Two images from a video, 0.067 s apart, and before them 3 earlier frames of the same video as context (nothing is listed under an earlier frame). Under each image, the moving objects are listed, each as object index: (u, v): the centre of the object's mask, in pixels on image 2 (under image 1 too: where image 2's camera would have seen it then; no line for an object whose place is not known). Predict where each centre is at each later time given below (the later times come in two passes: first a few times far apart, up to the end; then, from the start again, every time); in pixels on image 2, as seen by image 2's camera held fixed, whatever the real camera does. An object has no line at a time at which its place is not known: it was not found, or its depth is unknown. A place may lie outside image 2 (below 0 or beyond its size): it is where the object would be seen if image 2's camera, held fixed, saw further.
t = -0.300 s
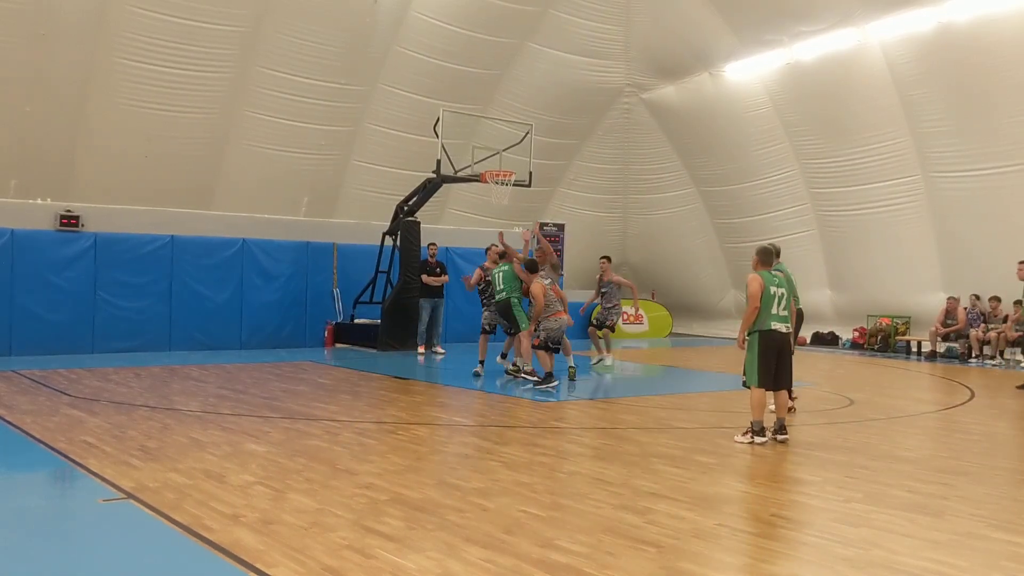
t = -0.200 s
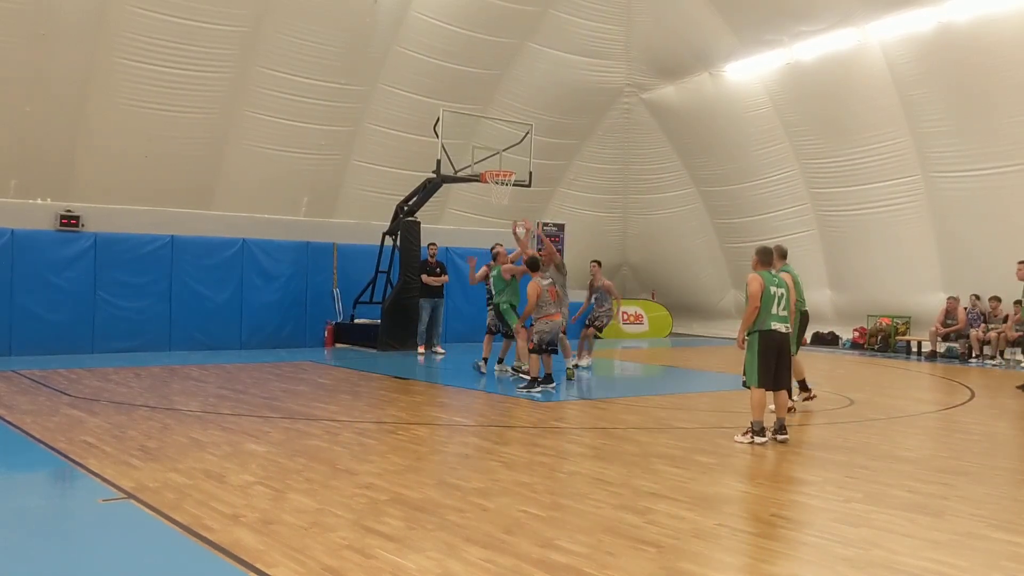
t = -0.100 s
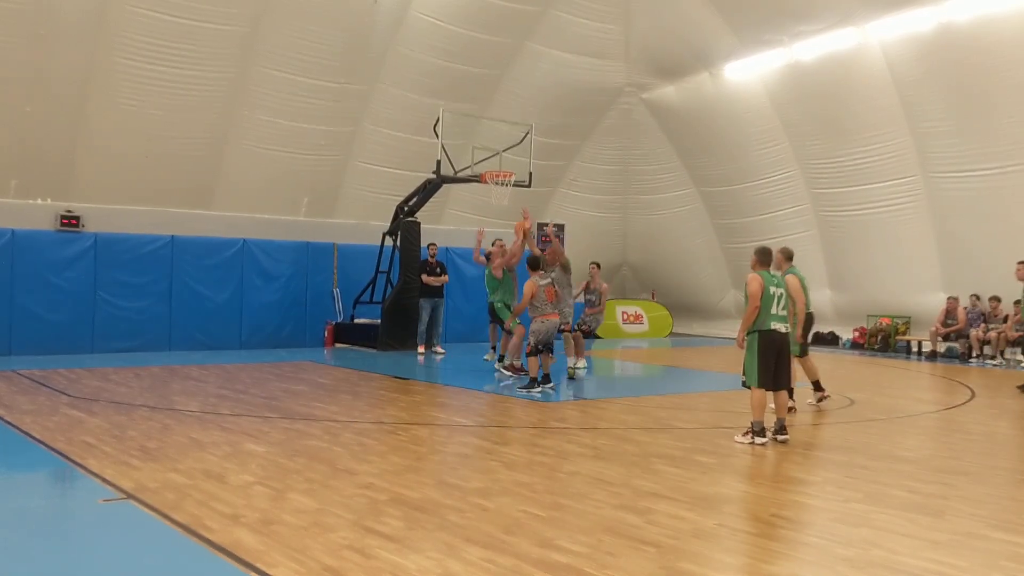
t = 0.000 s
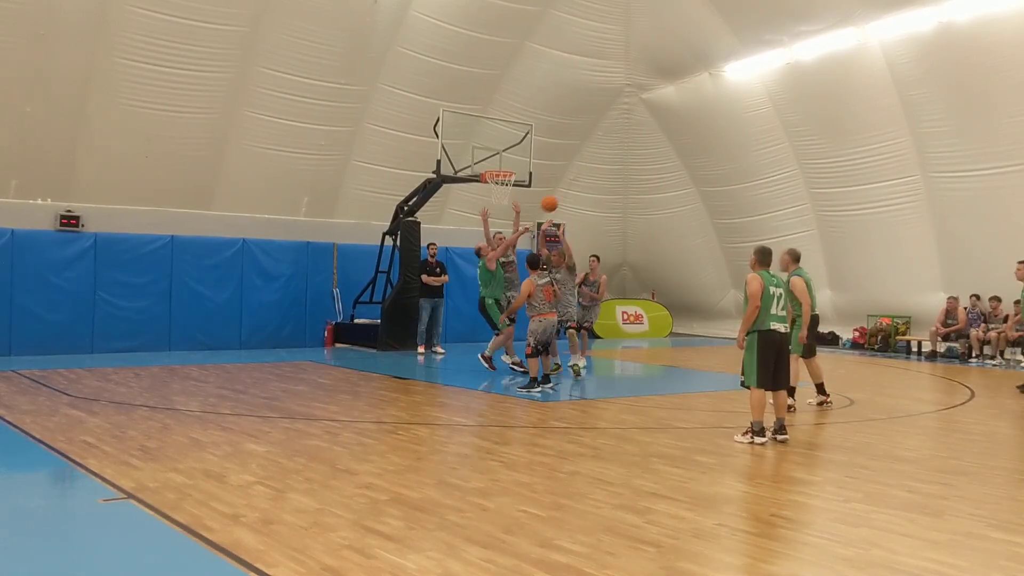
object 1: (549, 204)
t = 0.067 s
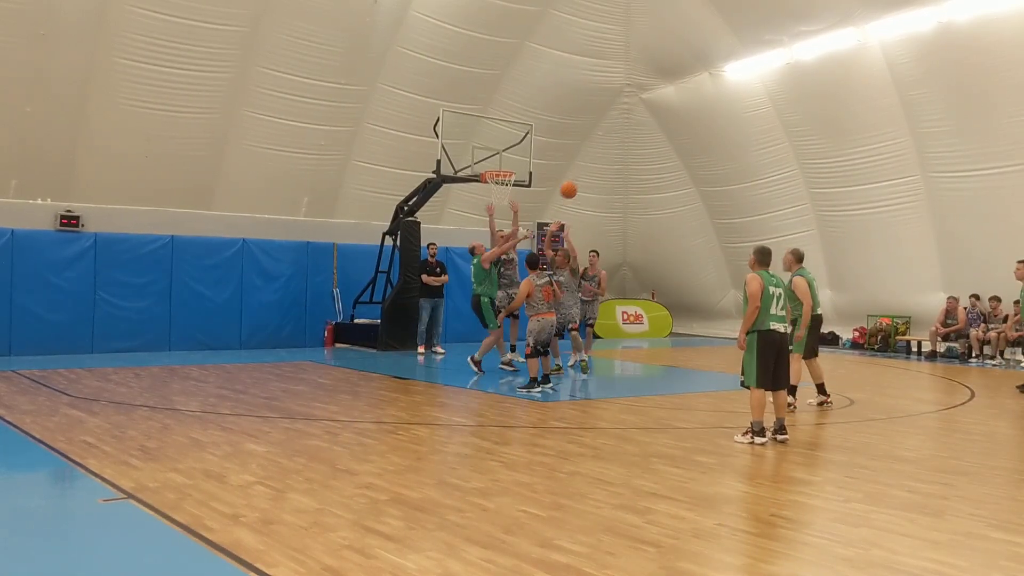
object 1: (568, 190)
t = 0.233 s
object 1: (616, 171)
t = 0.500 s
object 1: (694, 177)
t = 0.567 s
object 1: (713, 187)
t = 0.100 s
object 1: (578, 185)
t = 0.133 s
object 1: (588, 180)
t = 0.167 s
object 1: (597, 176)
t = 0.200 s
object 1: (607, 172)
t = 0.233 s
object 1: (616, 171)
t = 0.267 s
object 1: (626, 169)
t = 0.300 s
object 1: (636, 167)
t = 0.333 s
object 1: (645, 167)
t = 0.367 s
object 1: (655, 167)
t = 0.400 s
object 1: (665, 169)
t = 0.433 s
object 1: (675, 171)
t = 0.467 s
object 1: (684, 174)
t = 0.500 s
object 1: (694, 177)
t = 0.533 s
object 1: (703, 182)
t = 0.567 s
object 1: (713, 187)
